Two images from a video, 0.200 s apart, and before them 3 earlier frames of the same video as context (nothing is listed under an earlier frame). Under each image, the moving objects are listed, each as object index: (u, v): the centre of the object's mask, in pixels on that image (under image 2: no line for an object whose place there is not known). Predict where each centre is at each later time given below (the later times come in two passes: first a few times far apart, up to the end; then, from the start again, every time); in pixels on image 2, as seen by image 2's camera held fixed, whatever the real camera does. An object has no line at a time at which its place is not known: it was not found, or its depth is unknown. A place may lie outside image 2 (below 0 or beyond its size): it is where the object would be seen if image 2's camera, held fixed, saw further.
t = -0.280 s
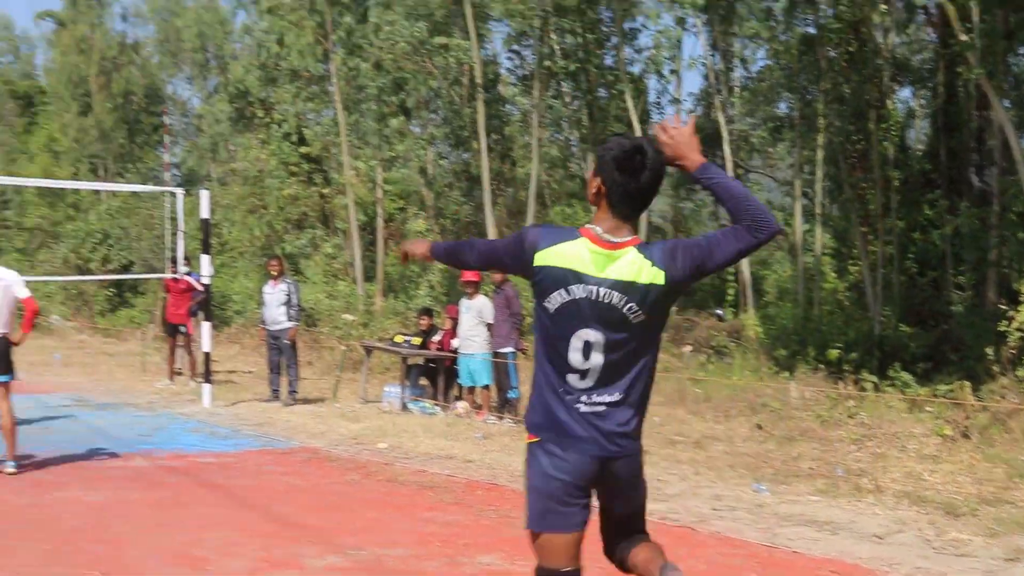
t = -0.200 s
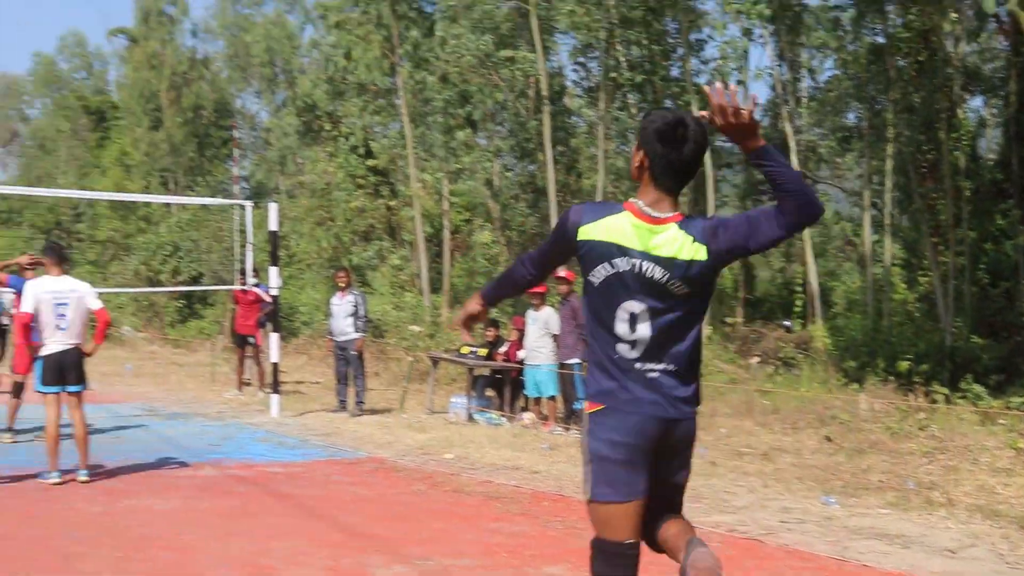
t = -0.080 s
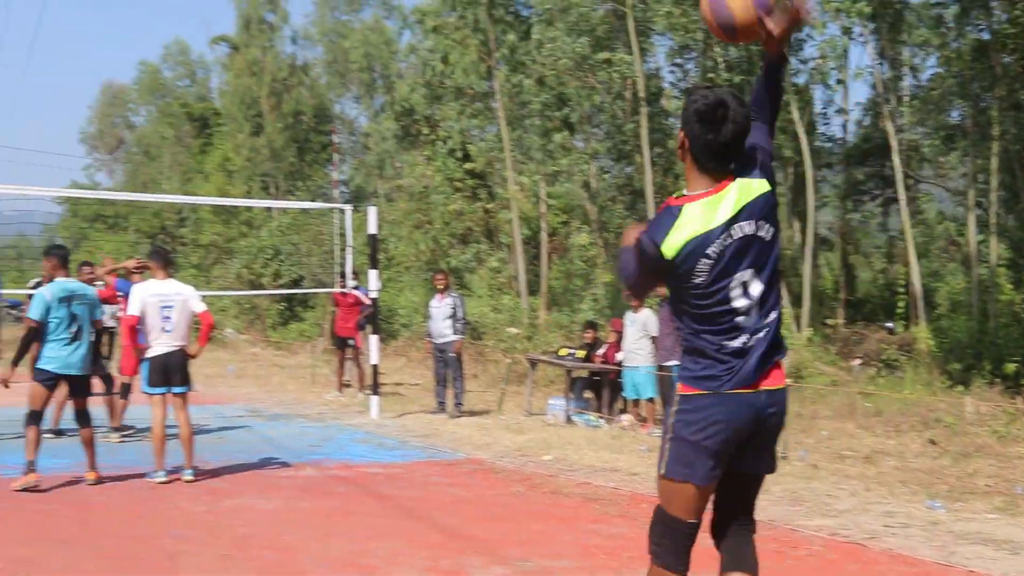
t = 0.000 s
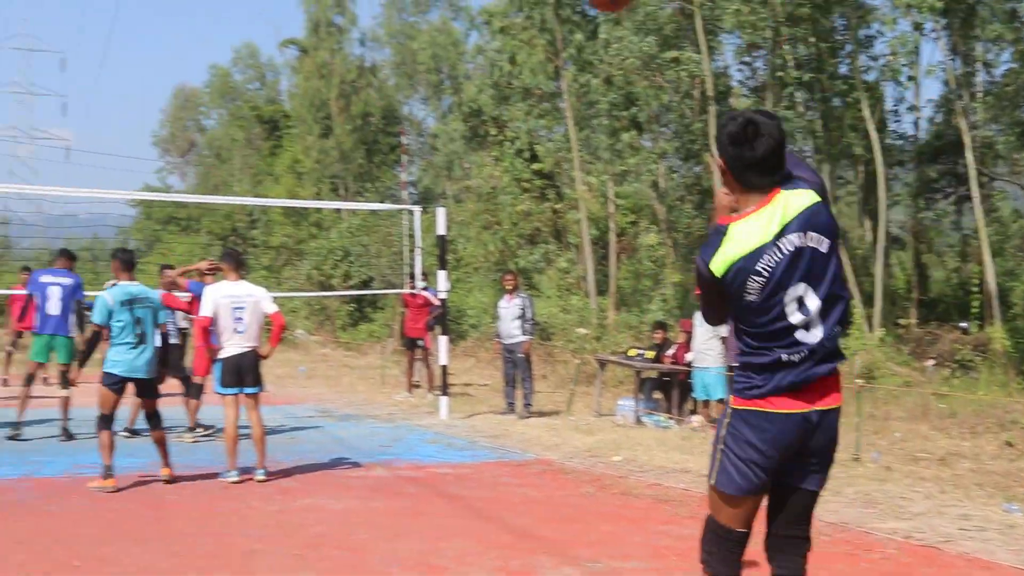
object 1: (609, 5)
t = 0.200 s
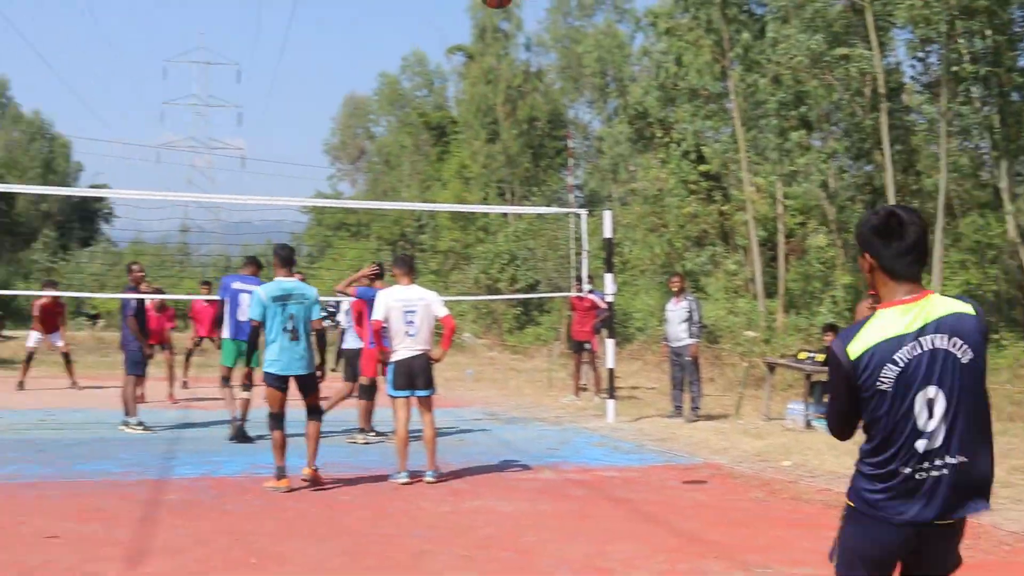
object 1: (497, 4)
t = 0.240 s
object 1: (468, 5)
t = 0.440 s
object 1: (368, 34)
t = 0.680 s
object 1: (296, 107)
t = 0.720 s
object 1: (288, 121)
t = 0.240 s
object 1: (468, 5)
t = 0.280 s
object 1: (442, 5)
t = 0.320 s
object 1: (421, 8)
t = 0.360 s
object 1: (402, 15)
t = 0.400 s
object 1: (384, 23)
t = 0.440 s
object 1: (368, 34)
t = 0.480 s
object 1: (353, 44)
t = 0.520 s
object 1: (340, 56)
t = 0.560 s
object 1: (329, 67)
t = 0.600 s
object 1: (317, 80)
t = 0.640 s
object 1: (306, 93)
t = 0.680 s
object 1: (296, 107)
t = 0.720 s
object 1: (288, 121)
